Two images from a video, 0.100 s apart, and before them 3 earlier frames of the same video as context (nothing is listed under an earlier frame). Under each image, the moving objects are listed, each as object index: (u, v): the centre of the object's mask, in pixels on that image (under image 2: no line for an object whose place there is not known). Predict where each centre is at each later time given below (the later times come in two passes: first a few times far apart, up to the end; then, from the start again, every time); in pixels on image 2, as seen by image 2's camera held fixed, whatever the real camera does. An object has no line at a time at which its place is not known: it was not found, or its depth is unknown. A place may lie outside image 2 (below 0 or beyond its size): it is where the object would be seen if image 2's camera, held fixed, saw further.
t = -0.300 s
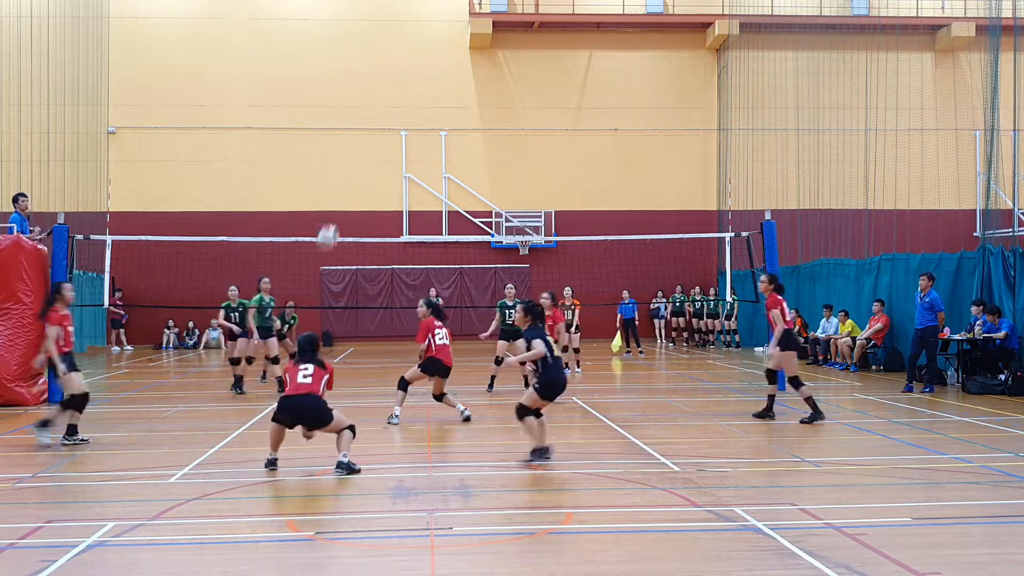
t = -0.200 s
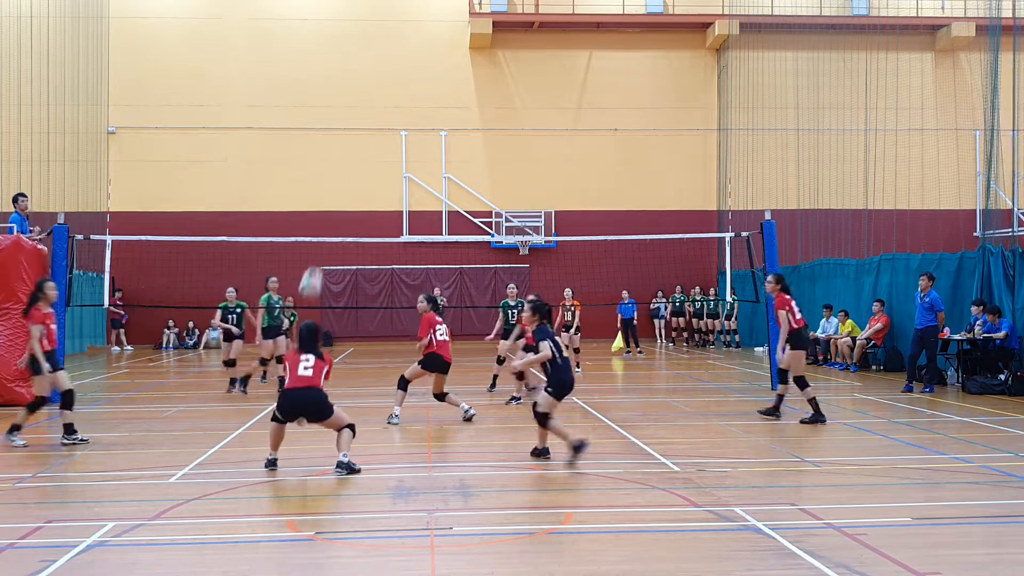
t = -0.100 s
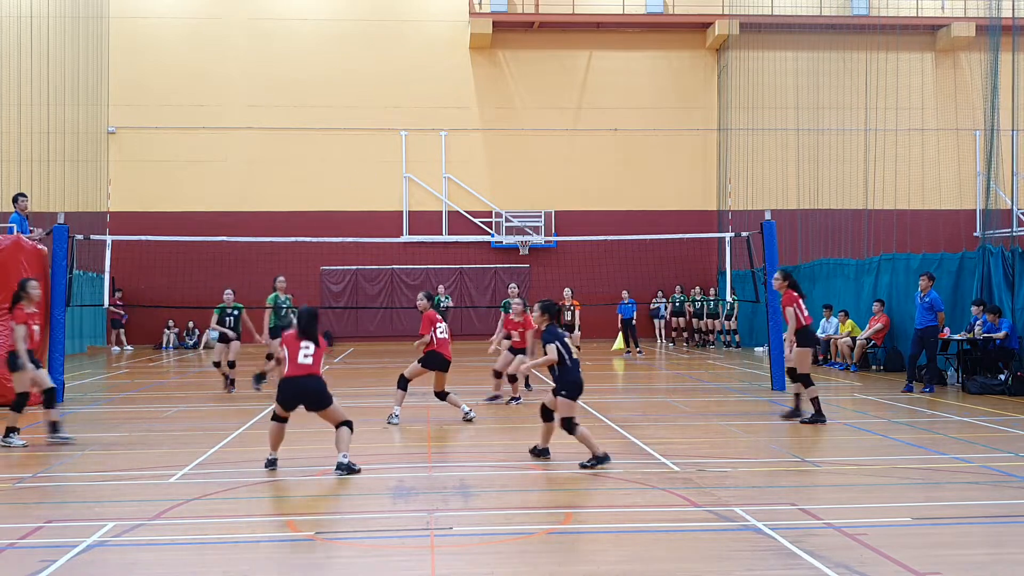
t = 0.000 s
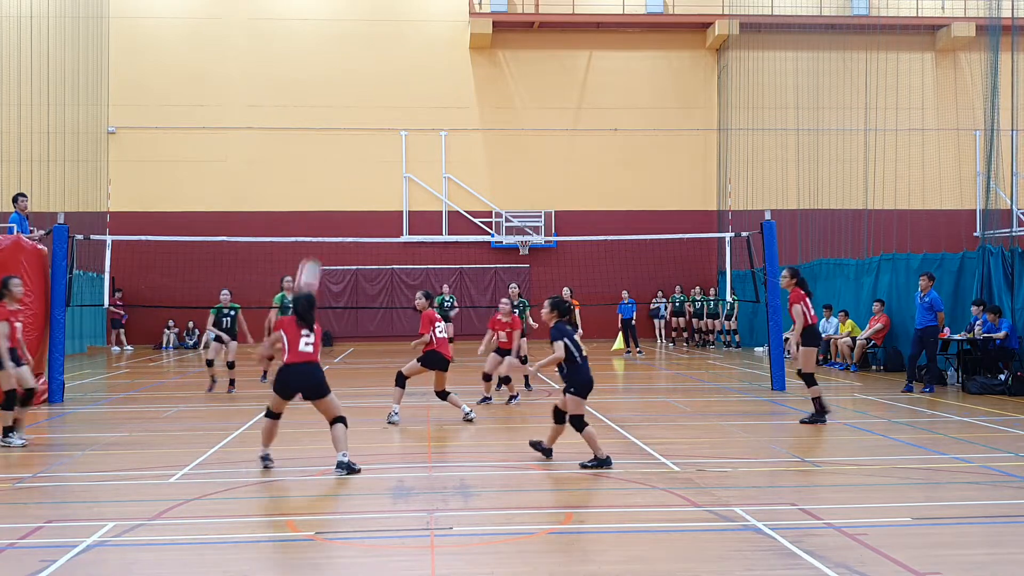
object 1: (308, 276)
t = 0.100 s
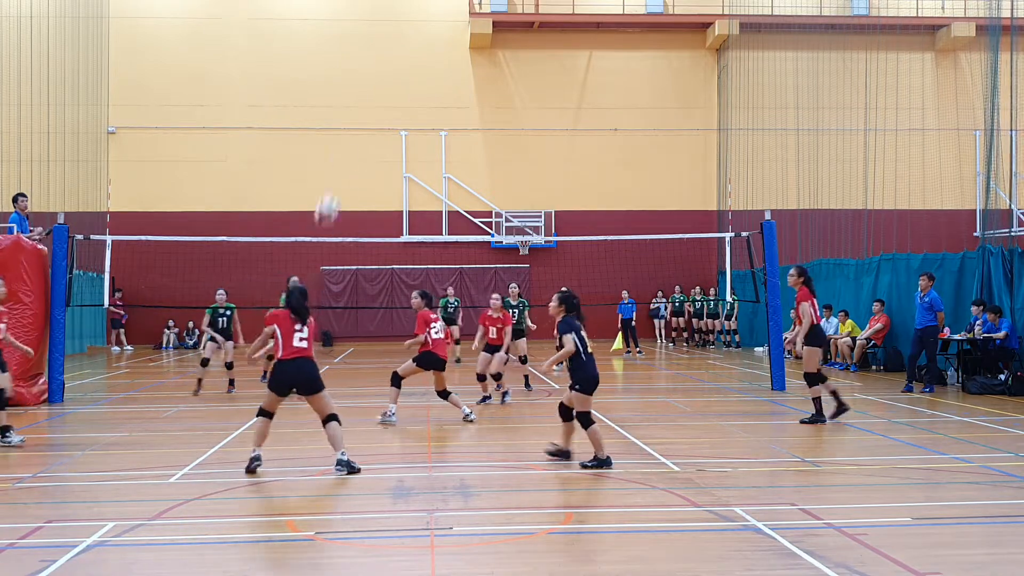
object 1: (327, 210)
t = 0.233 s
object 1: (349, 142)
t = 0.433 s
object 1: (379, 84)
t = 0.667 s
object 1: (410, 69)
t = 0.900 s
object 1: (439, 102)
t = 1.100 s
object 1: (460, 160)
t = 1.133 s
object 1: (465, 172)
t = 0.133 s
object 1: (333, 191)
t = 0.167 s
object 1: (338, 174)
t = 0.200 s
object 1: (344, 157)
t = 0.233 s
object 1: (349, 142)
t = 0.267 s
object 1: (354, 130)
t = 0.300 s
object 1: (360, 116)
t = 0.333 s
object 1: (366, 107)
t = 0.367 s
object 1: (369, 98)
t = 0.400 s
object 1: (374, 91)
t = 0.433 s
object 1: (379, 84)
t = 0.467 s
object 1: (385, 79)
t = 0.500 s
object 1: (388, 75)
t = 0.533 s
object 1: (393, 71)
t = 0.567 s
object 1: (398, 69)
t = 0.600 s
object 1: (402, 68)
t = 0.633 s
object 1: (406, 68)
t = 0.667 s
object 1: (410, 69)
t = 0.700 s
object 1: (415, 71)
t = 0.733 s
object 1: (419, 74)
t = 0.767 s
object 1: (423, 78)
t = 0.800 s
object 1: (428, 82)
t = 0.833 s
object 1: (431, 88)
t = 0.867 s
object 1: (435, 94)
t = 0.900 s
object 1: (439, 102)
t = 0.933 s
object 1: (443, 110)
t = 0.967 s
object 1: (445, 119)
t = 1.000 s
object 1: (451, 128)
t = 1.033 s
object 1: (453, 138)
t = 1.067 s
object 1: (457, 149)
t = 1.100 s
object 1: (460, 160)
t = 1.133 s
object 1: (465, 172)
